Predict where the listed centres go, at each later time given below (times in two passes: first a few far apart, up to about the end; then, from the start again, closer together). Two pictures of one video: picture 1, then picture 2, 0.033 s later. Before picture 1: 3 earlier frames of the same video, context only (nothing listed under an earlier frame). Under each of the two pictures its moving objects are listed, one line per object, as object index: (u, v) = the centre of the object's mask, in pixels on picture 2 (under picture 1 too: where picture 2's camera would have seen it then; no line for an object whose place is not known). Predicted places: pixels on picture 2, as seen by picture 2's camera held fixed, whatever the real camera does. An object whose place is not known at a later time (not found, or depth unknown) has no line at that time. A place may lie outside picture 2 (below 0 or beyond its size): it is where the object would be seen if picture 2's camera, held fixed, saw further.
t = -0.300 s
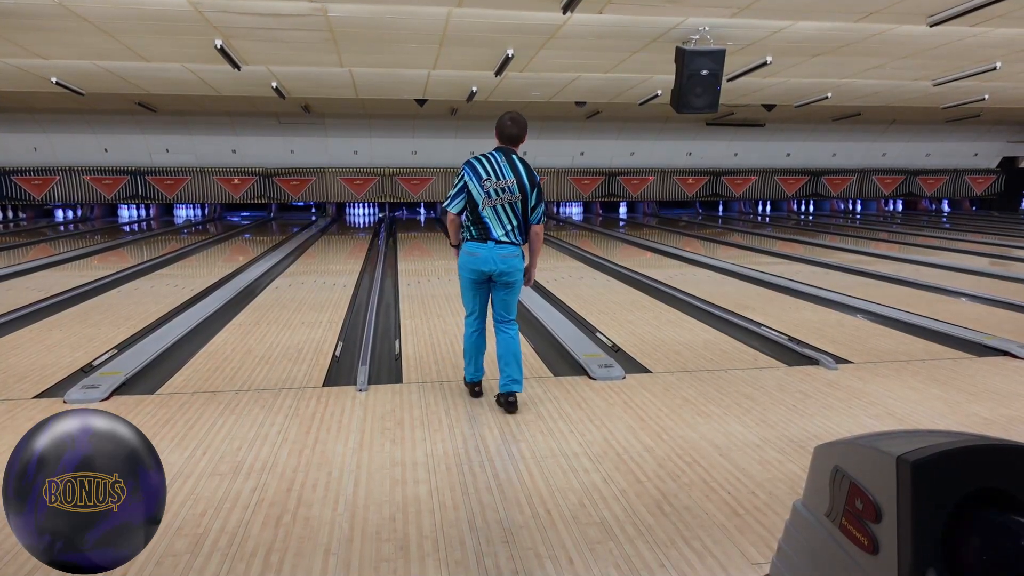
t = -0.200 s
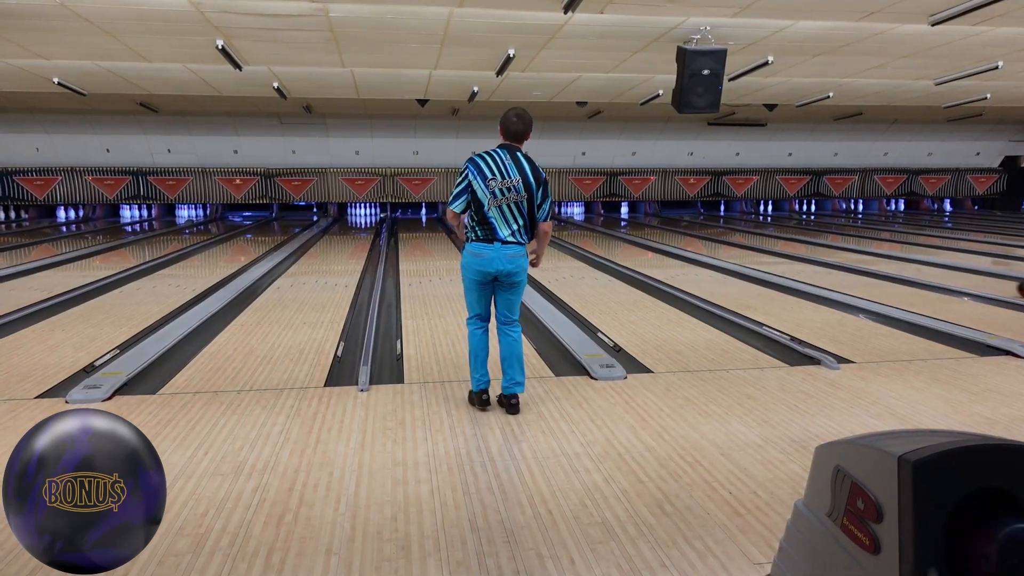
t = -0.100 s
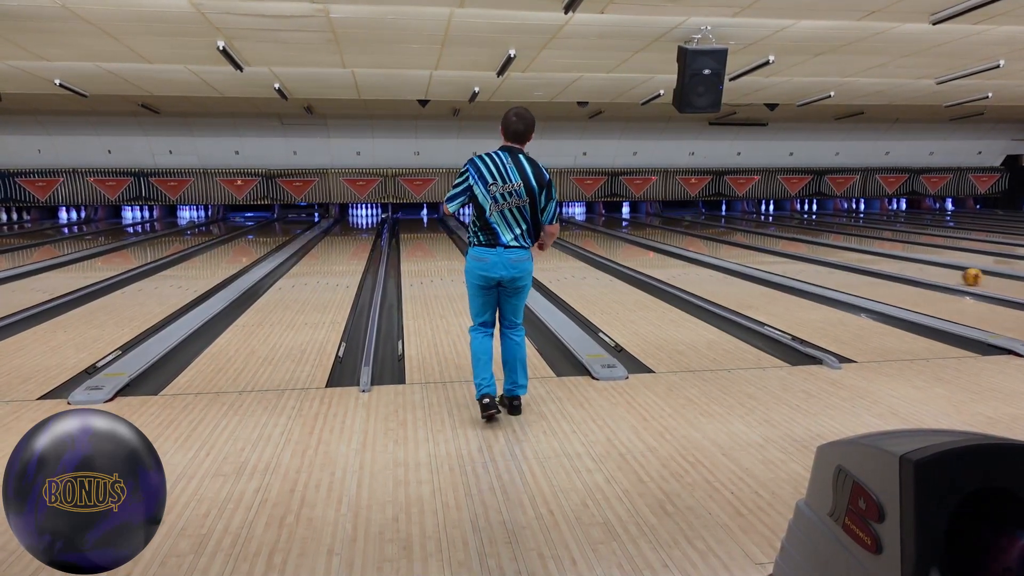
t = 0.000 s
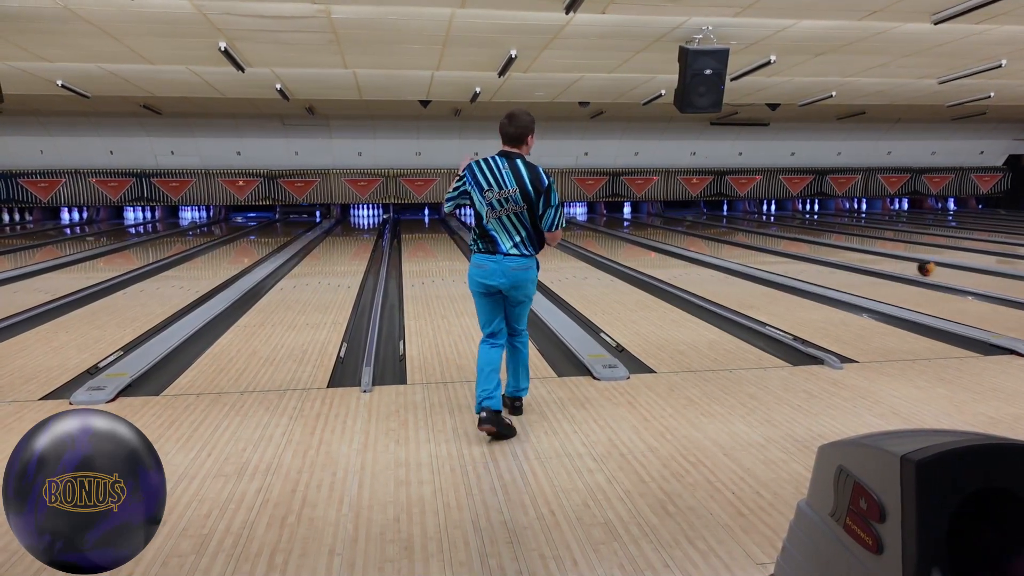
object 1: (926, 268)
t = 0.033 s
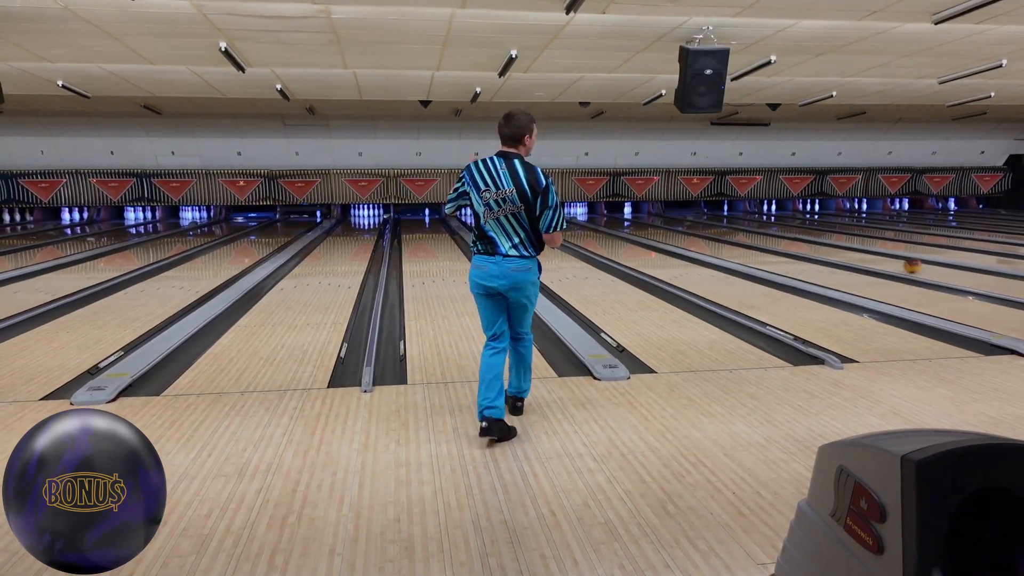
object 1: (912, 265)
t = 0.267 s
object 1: (830, 251)
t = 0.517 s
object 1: (768, 239)
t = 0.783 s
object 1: (719, 229)
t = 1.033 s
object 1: (685, 223)
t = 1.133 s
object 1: (675, 221)
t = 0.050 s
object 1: (905, 264)
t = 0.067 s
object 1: (898, 263)
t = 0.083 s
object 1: (891, 262)
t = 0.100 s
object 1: (886, 260)
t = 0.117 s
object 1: (879, 259)
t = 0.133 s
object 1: (873, 258)
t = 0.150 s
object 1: (868, 257)
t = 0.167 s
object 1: (862, 256)
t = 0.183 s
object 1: (856, 255)
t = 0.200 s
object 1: (851, 254)
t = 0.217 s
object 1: (846, 253)
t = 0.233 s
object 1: (840, 252)
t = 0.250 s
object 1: (835, 252)
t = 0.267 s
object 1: (830, 251)
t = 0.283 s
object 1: (825, 250)
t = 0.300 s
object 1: (821, 249)
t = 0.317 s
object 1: (816, 248)
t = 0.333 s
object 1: (812, 247)
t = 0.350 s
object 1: (807, 246)
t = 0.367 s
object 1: (803, 245)
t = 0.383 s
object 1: (798, 244)
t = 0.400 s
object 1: (794, 243)
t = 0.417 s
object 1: (791, 243)
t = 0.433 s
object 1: (787, 243)
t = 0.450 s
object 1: (783, 242)
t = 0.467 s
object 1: (779, 241)
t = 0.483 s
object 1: (776, 240)
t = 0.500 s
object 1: (772, 240)
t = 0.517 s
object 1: (768, 239)
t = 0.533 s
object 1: (765, 238)
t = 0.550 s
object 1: (761, 238)
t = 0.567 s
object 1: (758, 237)
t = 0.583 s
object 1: (754, 236)
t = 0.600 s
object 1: (751, 235)
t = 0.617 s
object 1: (748, 236)
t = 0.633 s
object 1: (745, 235)
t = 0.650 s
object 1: (742, 234)
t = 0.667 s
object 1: (739, 233)
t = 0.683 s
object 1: (736, 232)
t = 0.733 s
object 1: (728, 231)
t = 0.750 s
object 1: (725, 230)
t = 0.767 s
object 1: (722, 230)
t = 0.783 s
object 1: (719, 229)
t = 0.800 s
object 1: (717, 229)
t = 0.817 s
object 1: (714, 229)
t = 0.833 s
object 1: (711, 229)
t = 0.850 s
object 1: (709, 228)
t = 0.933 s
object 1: (697, 225)
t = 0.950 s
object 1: (696, 225)
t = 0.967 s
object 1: (693, 224)
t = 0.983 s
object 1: (691, 223)
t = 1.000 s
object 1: (688, 224)
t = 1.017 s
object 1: (687, 224)
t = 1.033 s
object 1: (685, 223)
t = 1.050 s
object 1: (683, 222)
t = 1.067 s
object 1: (681, 221)
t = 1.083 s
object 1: (679, 221)
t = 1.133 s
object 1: (675, 221)
